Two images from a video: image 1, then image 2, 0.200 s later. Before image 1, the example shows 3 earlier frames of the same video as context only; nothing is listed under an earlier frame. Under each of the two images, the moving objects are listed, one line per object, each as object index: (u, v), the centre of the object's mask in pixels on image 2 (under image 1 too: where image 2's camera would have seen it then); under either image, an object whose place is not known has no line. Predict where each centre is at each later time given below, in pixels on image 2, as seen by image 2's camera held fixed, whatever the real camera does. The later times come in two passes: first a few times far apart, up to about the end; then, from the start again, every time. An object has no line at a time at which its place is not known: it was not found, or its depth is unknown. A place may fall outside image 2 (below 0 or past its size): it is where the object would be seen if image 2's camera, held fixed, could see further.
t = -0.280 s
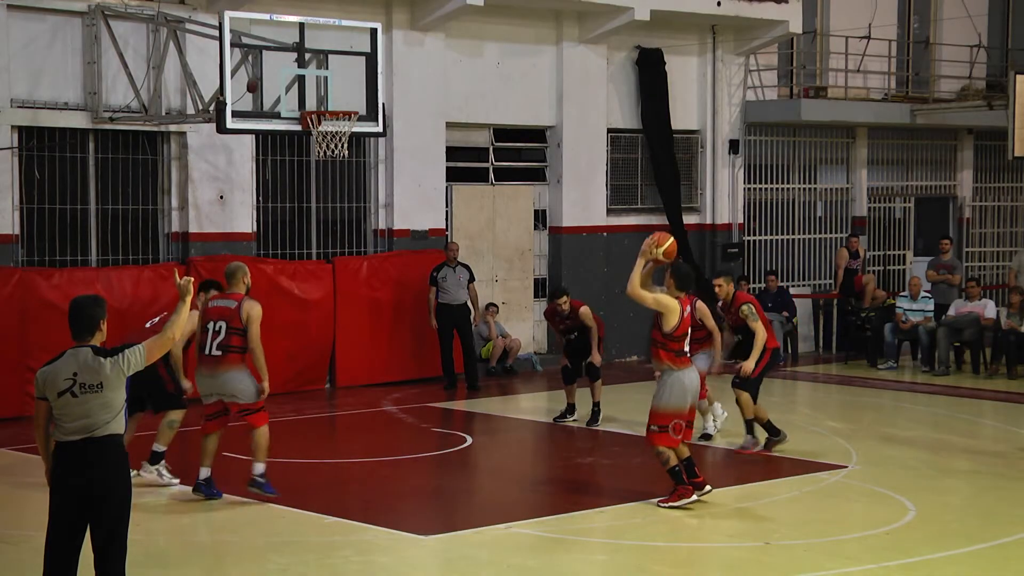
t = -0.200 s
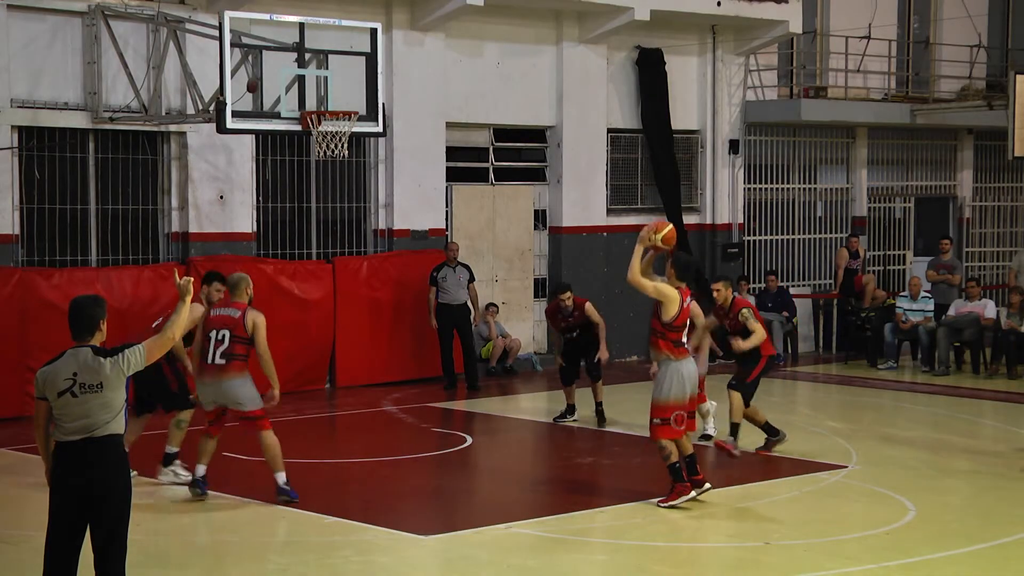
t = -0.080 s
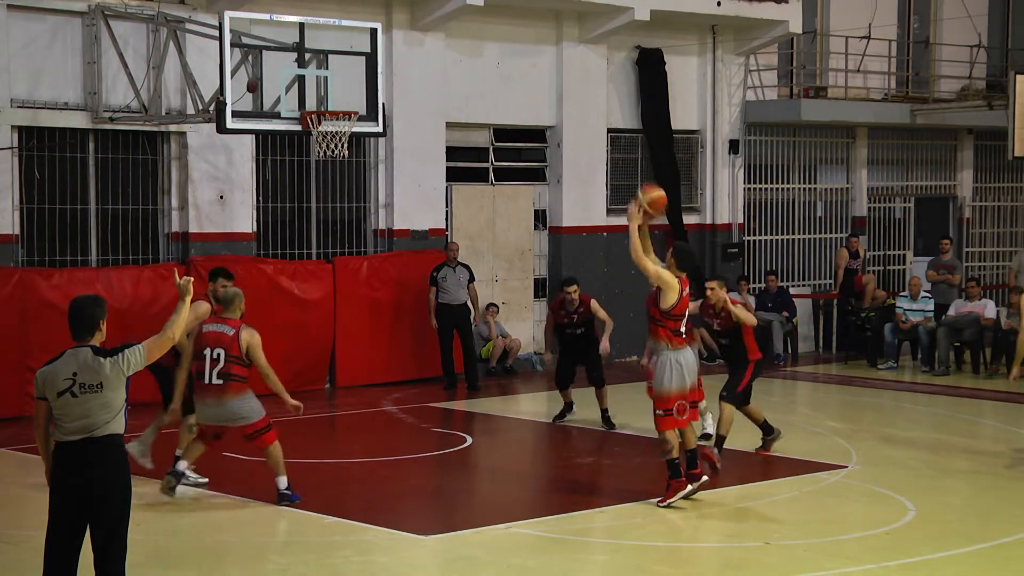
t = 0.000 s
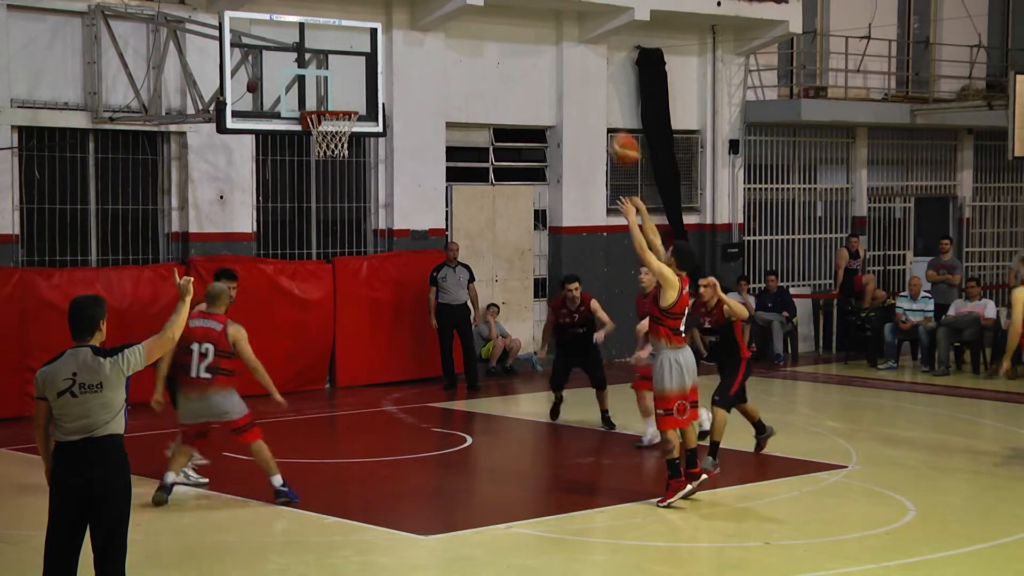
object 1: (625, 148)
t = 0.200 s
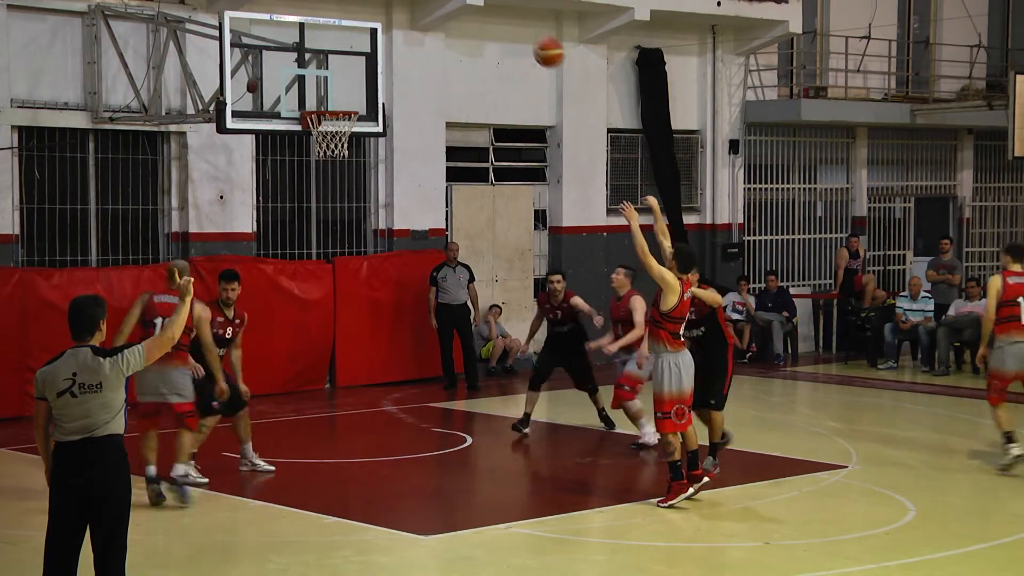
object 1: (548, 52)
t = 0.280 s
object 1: (521, 29)
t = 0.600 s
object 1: (420, 12)
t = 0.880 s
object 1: (341, 86)
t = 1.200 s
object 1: (352, 133)
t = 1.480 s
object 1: (366, 199)
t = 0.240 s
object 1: (535, 39)
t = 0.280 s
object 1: (521, 29)
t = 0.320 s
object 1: (508, 19)
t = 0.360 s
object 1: (495, 13)
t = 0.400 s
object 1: (481, 10)
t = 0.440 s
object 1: (469, 9)
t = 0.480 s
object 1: (456, 8)
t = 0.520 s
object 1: (444, 9)
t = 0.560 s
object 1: (431, 10)
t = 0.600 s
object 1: (420, 12)
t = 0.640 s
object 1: (408, 17)
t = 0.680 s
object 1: (396, 25)
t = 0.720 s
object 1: (385, 33)
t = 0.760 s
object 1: (374, 44)
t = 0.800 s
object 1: (363, 57)
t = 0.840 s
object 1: (352, 71)
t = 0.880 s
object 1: (341, 86)
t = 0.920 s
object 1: (332, 101)
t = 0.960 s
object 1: (331, 115)
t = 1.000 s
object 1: (339, 130)
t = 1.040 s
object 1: (345, 135)
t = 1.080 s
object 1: (347, 131)
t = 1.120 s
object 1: (348, 130)
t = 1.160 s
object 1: (350, 131)
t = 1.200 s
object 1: (352, 133)
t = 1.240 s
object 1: (355, 137)
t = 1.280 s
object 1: (357, 143)
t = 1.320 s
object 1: (359, 149)
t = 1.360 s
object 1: (361, 159)
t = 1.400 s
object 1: (362, 170)
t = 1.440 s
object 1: (364, 183)
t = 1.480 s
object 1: (366, 199)
